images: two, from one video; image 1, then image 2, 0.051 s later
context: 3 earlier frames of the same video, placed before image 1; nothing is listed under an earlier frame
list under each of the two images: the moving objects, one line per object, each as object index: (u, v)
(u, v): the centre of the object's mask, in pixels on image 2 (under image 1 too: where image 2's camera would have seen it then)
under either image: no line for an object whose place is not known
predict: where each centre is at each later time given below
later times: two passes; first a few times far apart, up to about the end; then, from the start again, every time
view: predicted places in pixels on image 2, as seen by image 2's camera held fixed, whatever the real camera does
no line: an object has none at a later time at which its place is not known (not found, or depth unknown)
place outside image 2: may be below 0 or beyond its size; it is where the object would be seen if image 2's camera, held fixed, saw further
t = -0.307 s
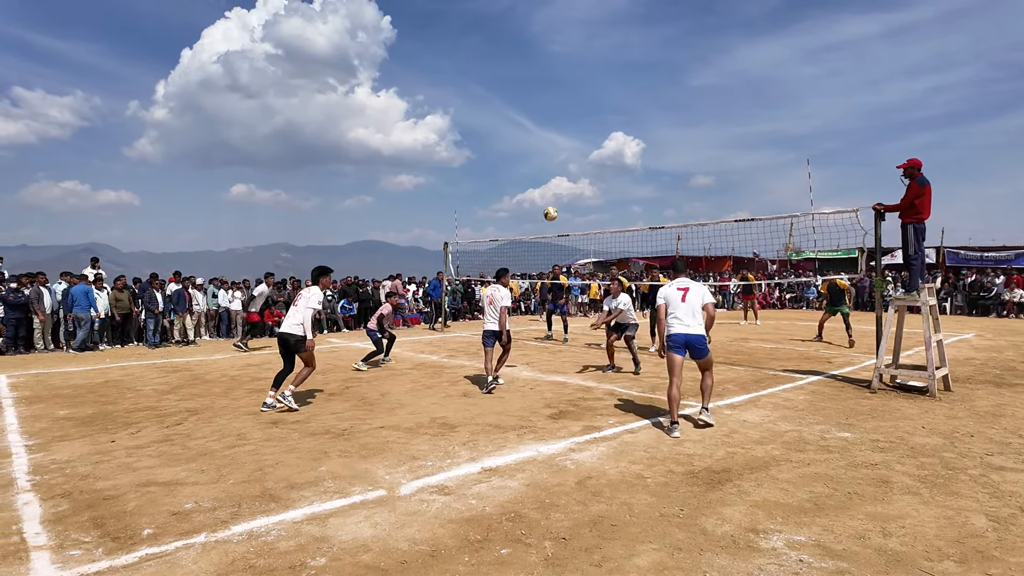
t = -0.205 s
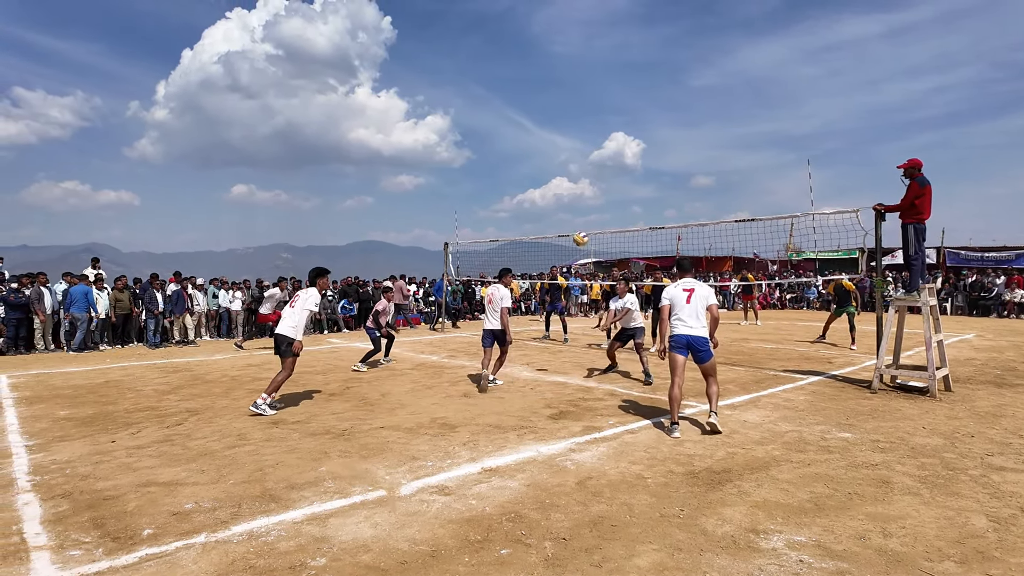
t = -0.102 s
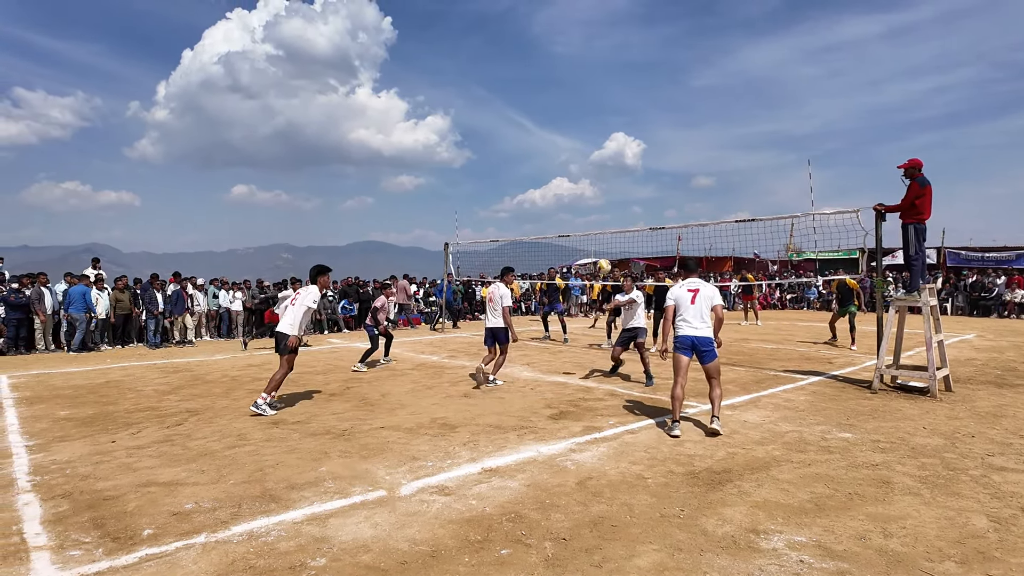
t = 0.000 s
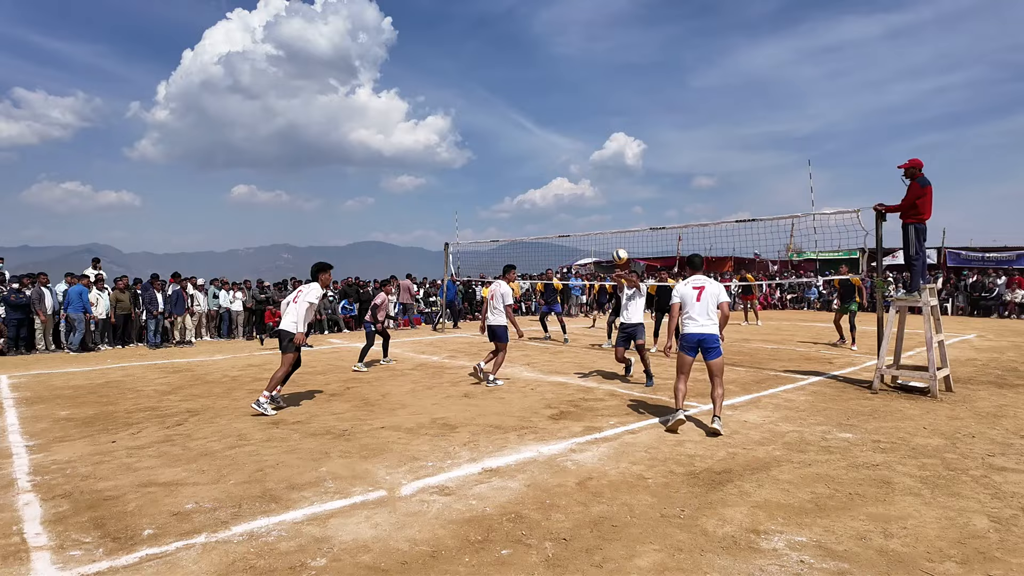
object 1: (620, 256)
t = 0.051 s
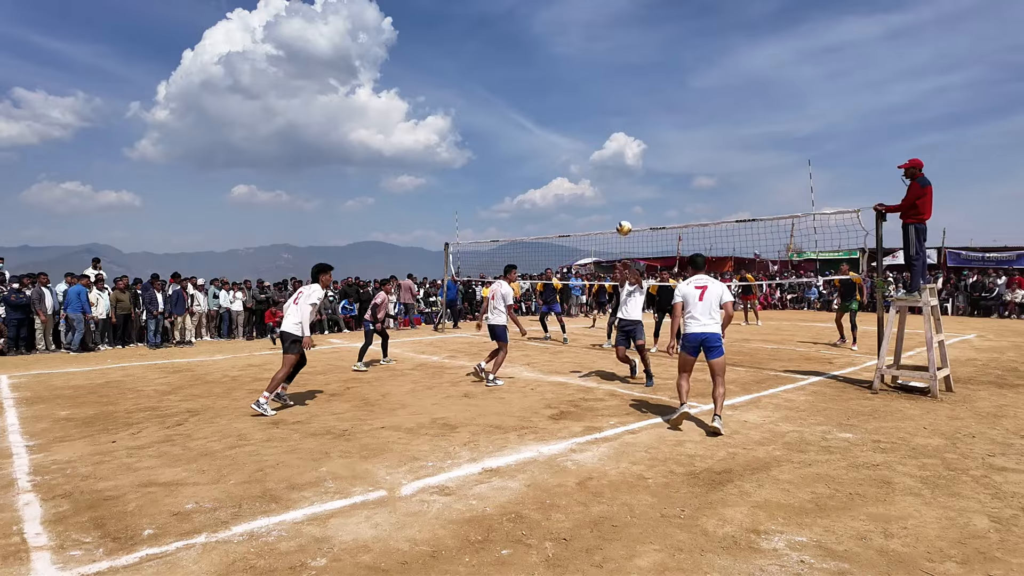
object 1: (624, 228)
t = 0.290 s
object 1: (643, 118)
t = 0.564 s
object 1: (665, 37)
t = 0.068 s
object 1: (625, 219)
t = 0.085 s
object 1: (626, 210)
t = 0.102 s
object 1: (628, 201)
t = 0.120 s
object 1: (629, 193)
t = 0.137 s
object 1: (630, 185)
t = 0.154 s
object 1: (632, 177)
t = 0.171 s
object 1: (633, 169)
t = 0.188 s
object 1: (634, 161)
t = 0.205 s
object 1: (636, 153)
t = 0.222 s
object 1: (637, 146)
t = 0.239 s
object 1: (639, 139)
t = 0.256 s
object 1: (640, 131)
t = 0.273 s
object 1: (641, 125)
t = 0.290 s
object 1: (643, 118)
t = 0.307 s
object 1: (644, 111)
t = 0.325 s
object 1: (646, 105)
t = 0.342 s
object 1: (647, 99)
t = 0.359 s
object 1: (648, 93)
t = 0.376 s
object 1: (650, 87)
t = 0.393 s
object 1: (651, 81)
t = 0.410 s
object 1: (652, 76)
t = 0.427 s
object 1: (654, 71)
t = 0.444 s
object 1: (655, 66)
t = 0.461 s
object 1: (657, 61)
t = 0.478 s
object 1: (658, 56)
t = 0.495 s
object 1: (659, 52)
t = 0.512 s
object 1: (661, 48)
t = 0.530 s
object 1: (662, 44)
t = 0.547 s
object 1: (663, 40)
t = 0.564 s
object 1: (665, 37)
